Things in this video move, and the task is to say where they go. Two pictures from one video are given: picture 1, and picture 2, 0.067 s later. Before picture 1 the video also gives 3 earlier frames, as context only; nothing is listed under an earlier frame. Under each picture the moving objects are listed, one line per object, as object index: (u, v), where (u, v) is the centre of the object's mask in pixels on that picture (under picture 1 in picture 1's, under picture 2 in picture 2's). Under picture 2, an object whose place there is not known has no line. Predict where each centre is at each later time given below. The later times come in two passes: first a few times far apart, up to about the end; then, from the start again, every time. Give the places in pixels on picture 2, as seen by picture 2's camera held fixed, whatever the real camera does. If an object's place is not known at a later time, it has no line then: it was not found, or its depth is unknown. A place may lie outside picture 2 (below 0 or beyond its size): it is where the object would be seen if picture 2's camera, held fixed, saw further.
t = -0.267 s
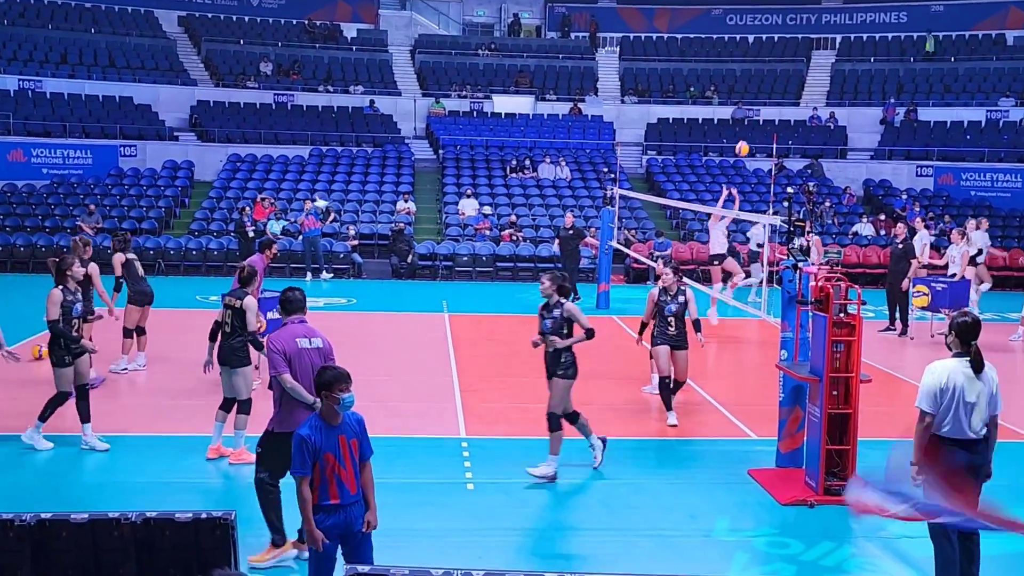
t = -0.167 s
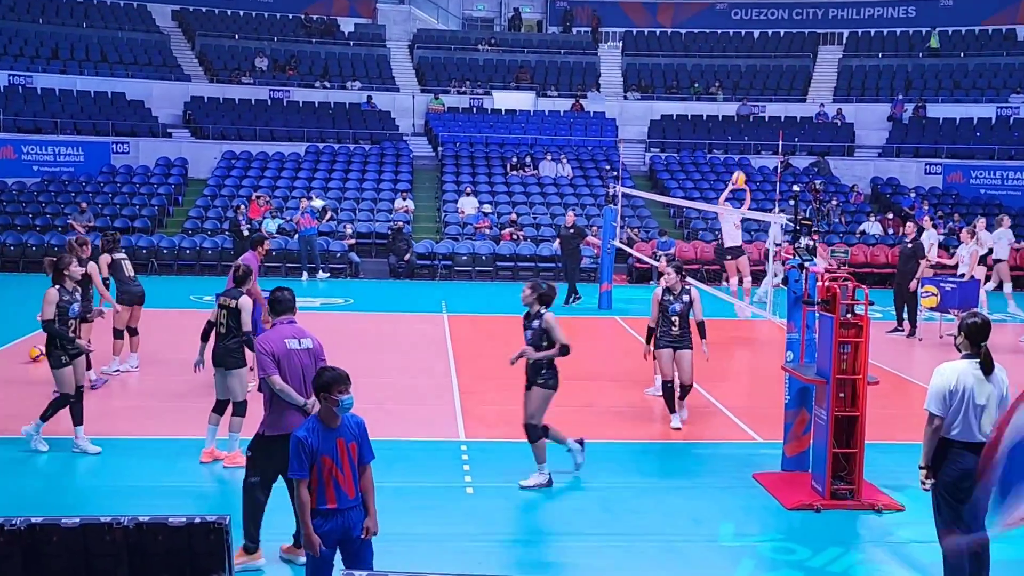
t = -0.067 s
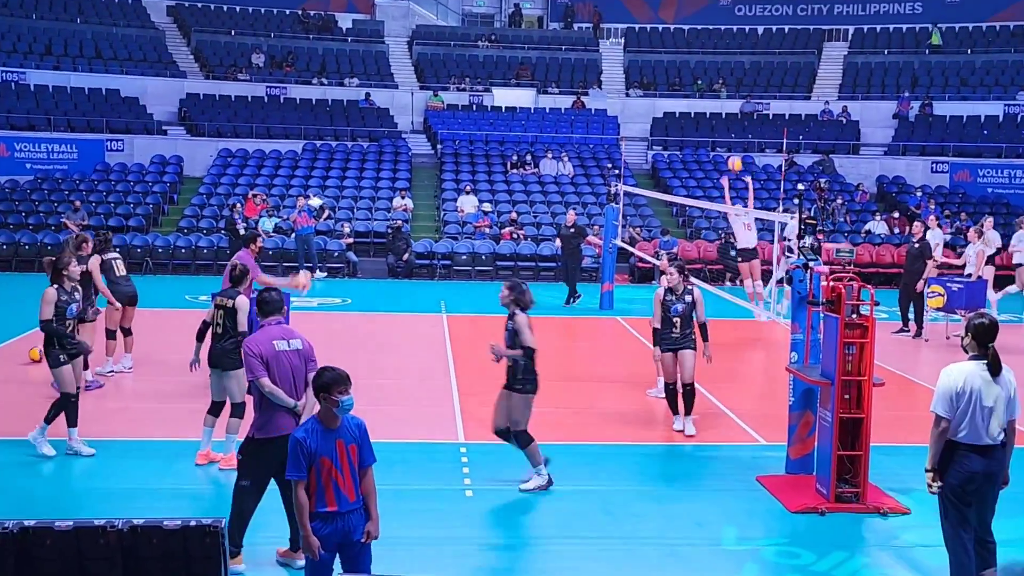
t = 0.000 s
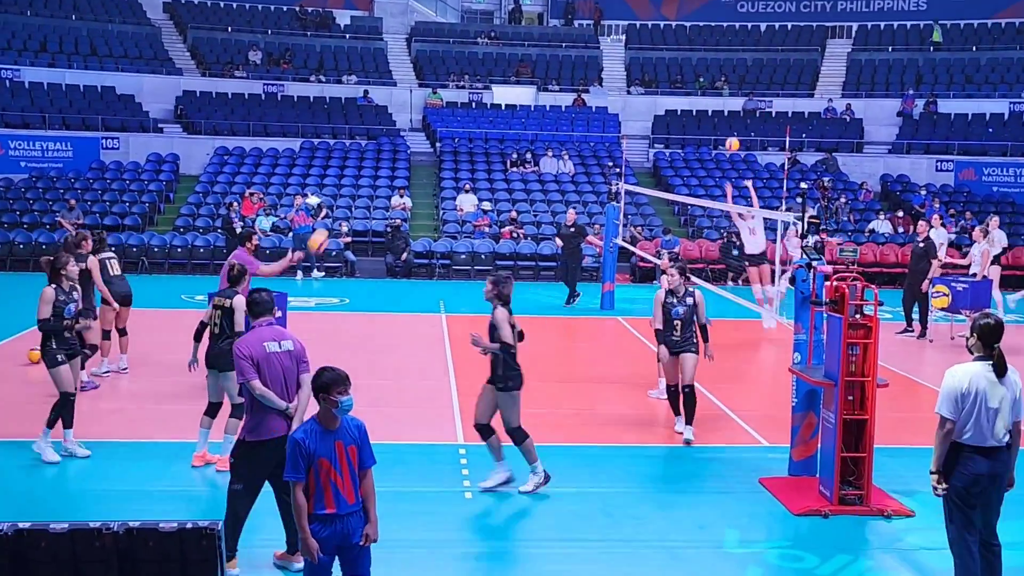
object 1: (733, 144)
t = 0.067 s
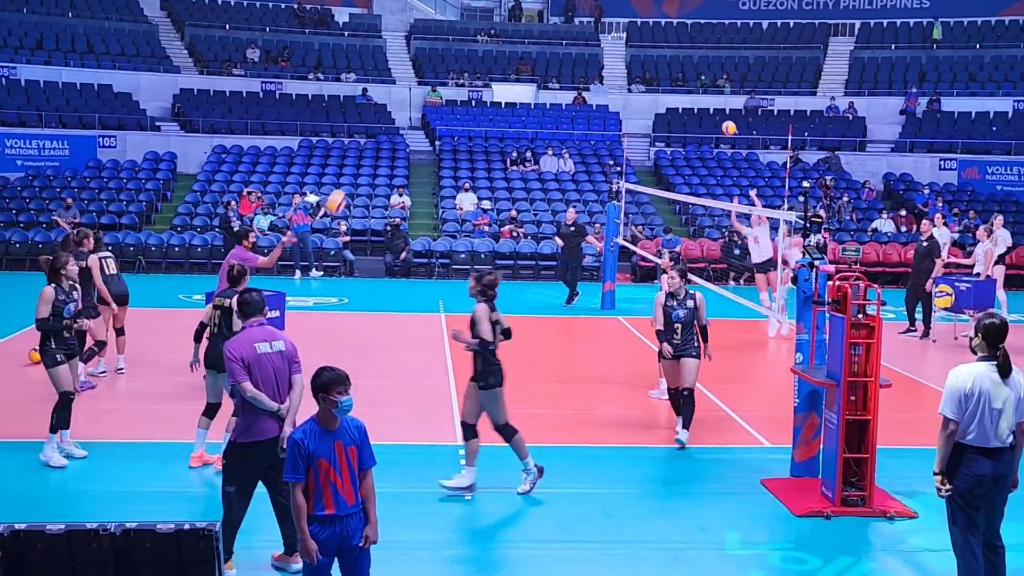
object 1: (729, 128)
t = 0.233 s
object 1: (719, 102)
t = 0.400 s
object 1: (708, 94)
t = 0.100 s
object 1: (726, 121)
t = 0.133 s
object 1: (724, 115)
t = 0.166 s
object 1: (722, 110)
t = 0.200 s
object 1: (721, 106)
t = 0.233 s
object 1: (719, 102)
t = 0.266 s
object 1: (717, 98)
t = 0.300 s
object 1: (715, 96)
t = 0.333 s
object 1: (712, 94)
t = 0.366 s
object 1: (710, 94)
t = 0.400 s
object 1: (708, 94)
